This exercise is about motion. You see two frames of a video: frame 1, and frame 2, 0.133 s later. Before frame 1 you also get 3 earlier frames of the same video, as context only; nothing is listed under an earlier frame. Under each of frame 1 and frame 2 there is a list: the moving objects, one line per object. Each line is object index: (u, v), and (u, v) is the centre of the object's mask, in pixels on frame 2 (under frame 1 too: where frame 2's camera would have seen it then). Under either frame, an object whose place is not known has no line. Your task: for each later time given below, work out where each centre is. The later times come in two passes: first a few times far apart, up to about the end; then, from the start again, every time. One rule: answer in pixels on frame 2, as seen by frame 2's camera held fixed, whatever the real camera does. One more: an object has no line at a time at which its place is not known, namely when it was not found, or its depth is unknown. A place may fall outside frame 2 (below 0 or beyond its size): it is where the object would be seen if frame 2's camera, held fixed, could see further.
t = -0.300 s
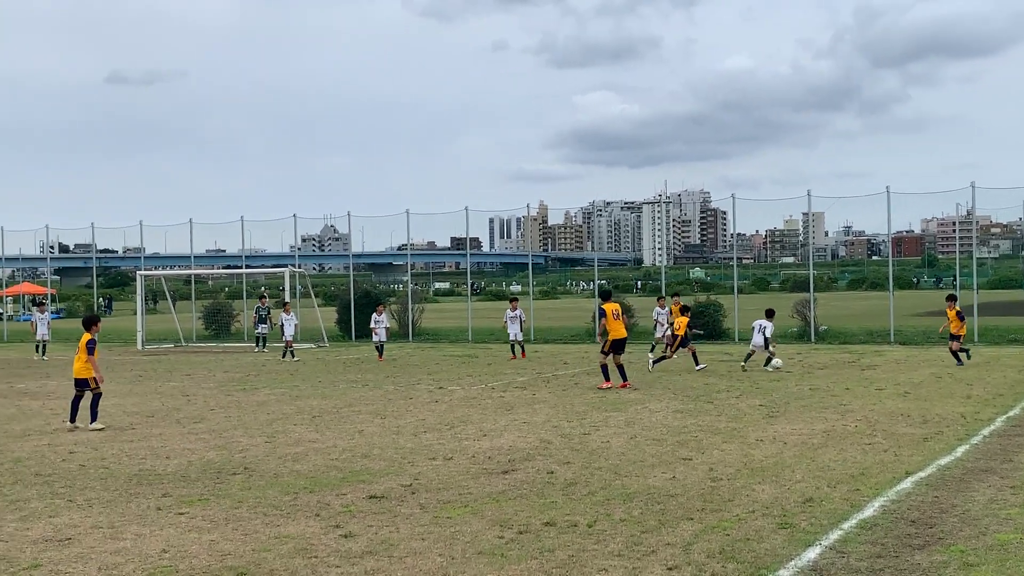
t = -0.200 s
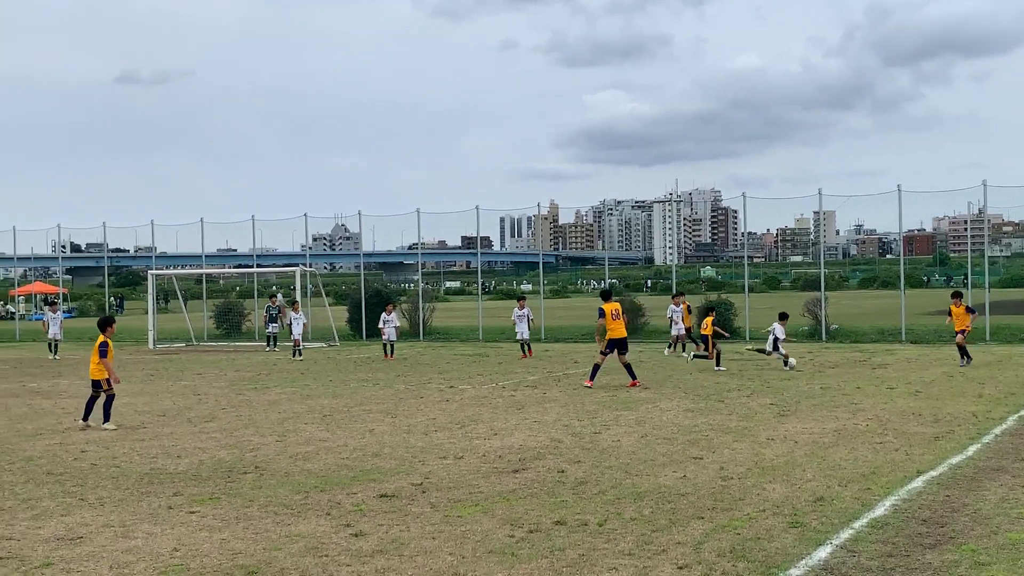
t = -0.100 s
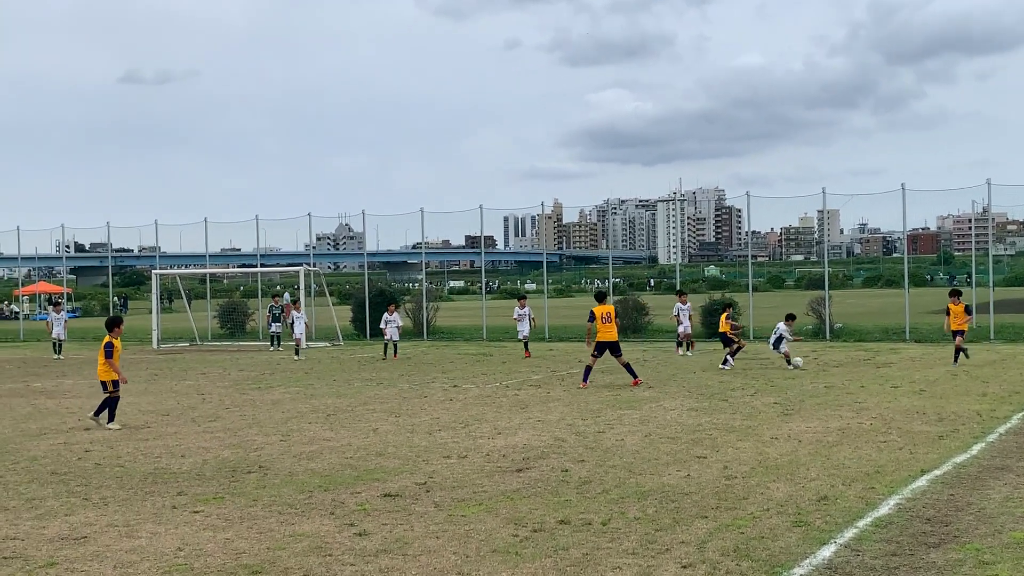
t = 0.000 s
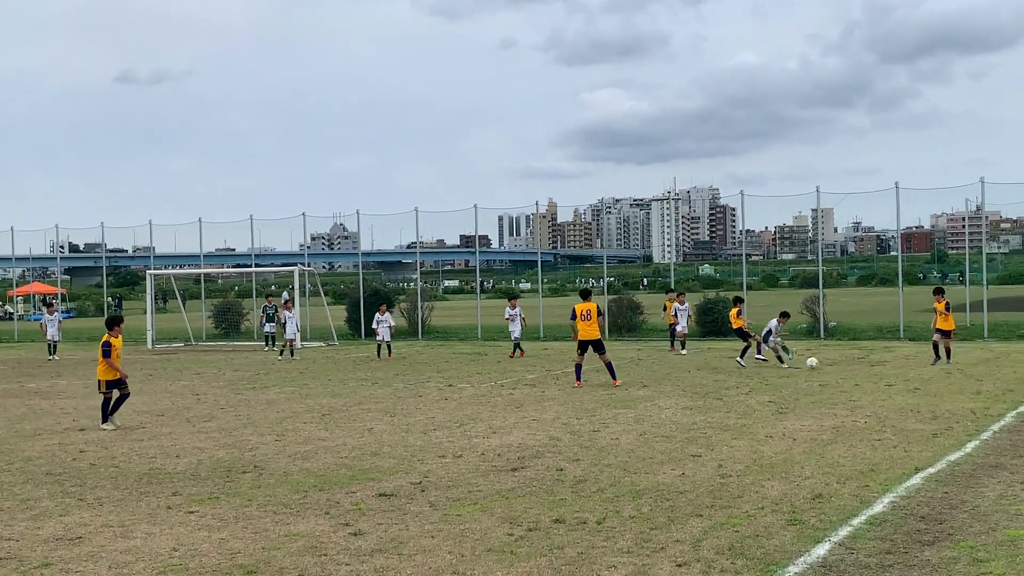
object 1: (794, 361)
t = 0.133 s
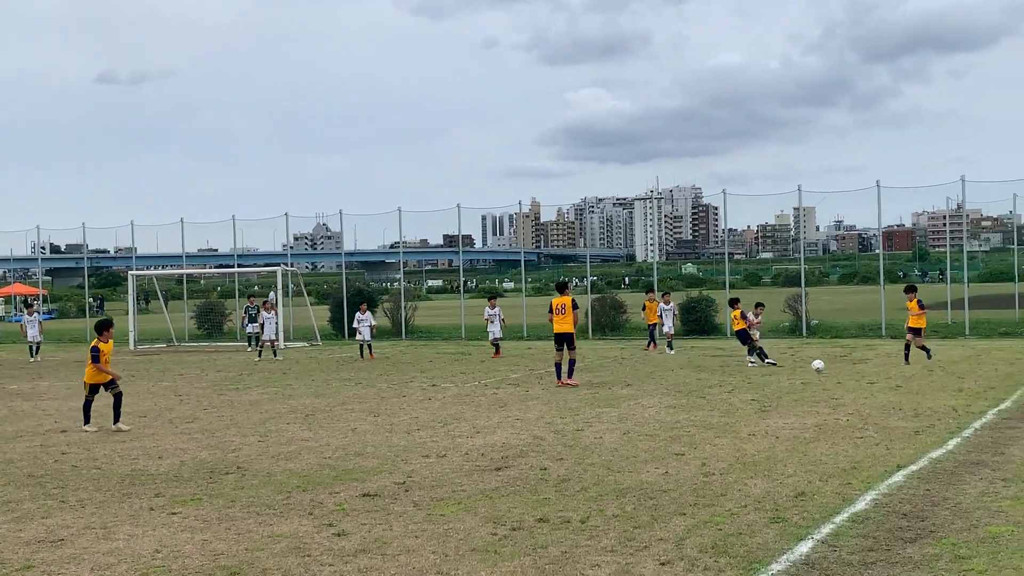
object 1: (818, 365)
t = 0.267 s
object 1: (840, 370)
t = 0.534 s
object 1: (880, 377)
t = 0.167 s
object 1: (823, 366)
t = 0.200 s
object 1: (828, 367)
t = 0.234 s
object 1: (834, 368)
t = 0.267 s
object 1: (840, 370)
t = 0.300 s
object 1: (846, 374)
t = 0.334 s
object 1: (851, 374)
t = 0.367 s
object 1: (856, 372)
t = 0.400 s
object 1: (860, 371)
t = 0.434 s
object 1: (865, 372)
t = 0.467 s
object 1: (870, 373)
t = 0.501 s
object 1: (875, 375)
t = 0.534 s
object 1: (880, 377)
